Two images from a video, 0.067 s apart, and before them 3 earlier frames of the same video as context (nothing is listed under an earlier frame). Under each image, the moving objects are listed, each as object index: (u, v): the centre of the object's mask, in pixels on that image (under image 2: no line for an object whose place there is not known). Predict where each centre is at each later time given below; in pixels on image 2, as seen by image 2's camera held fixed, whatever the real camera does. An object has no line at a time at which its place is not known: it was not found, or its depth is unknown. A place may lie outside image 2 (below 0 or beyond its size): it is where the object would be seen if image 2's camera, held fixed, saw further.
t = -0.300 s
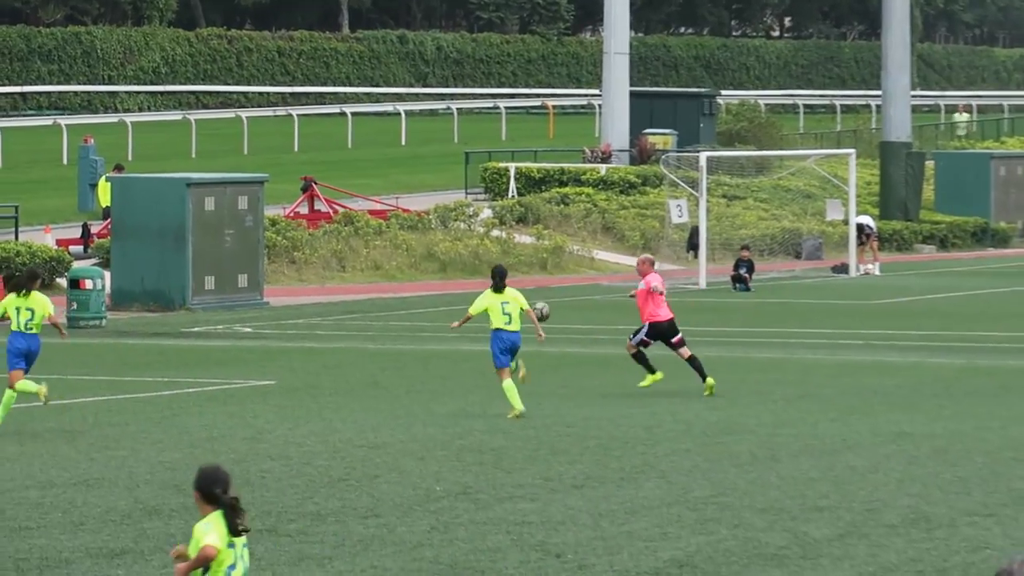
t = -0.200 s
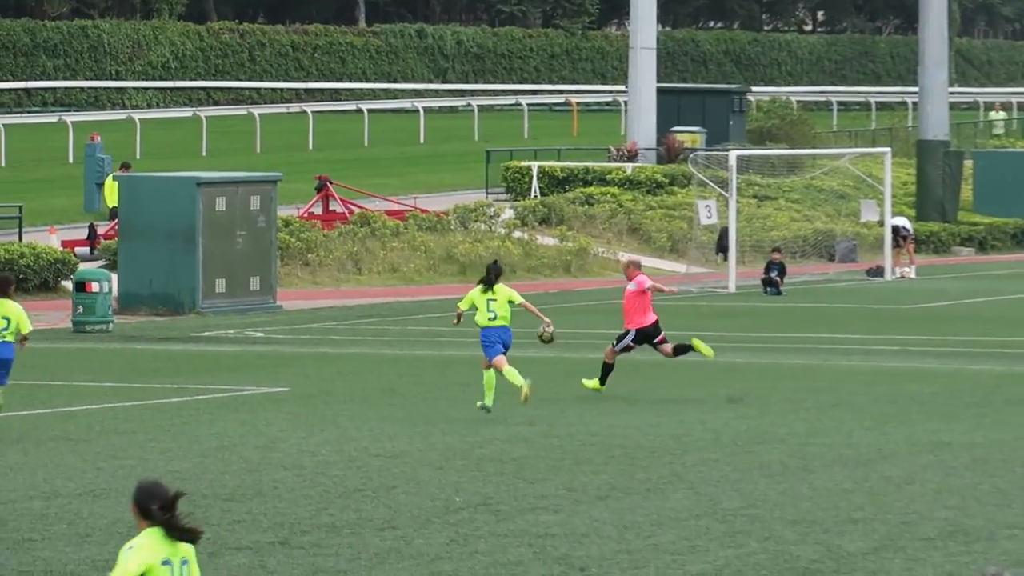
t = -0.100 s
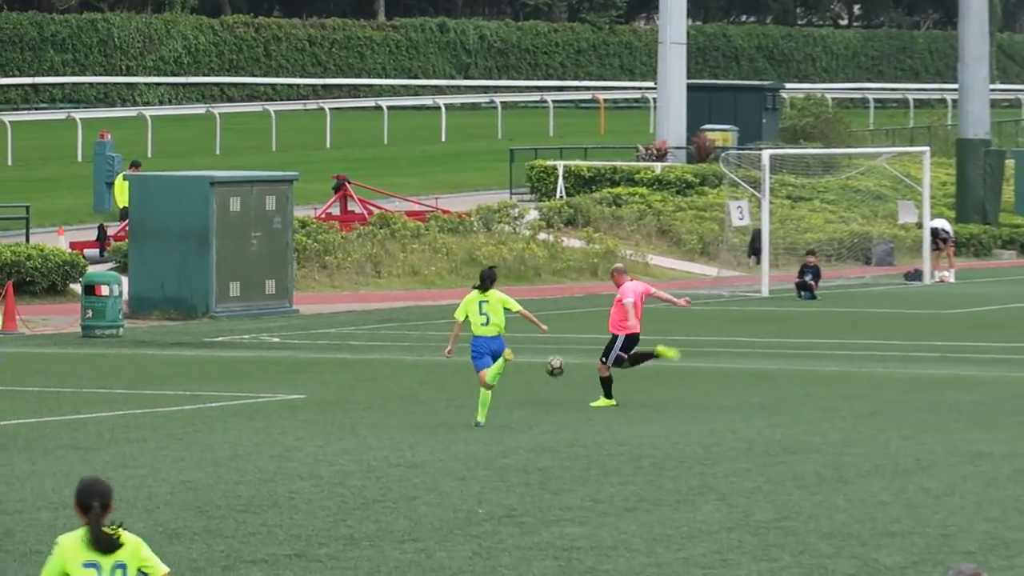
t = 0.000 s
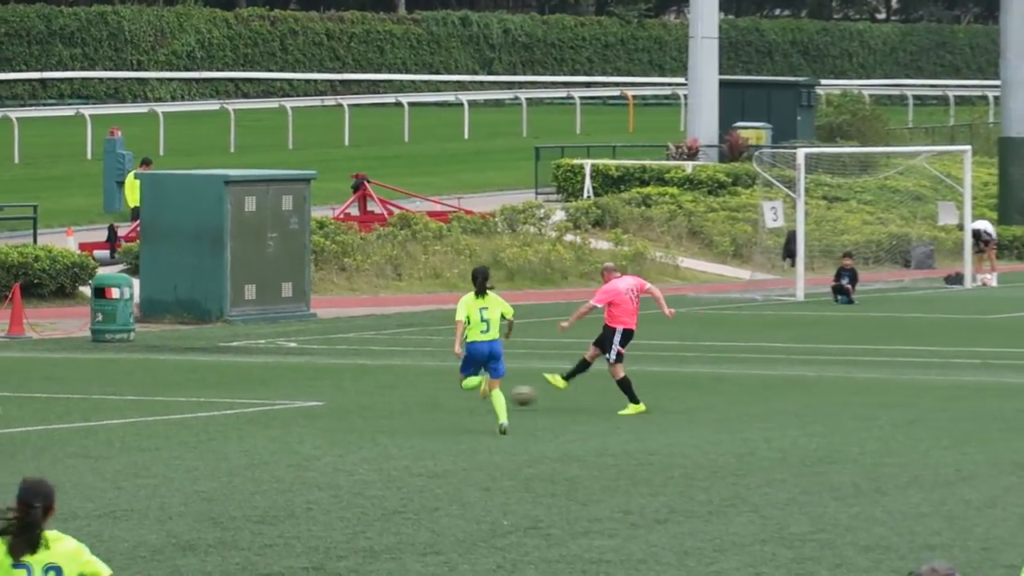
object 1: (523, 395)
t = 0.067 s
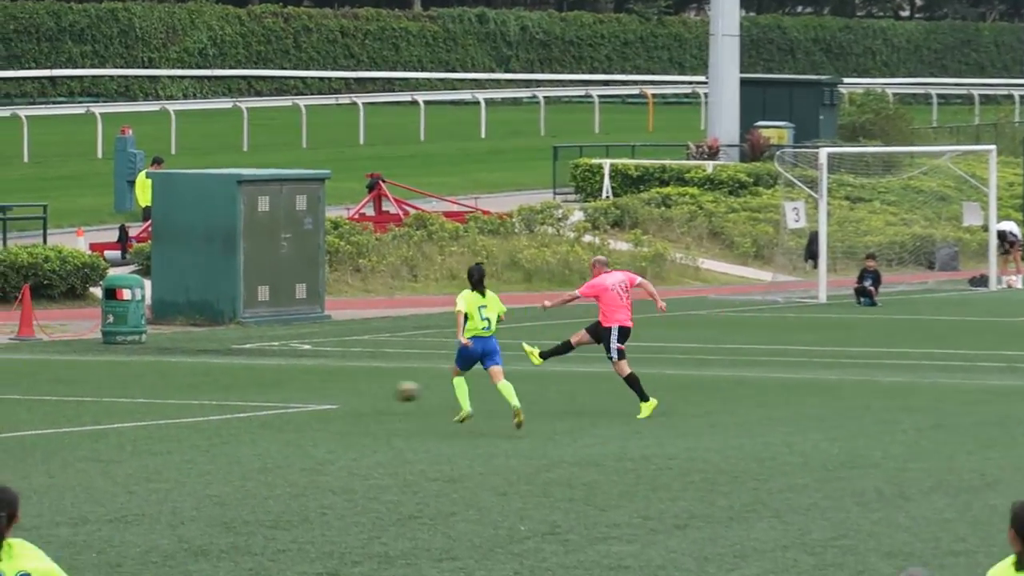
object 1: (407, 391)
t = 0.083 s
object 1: (374, 390)
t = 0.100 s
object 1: (341, 390)
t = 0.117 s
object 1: (309, 389)
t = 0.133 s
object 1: (277, 389)
